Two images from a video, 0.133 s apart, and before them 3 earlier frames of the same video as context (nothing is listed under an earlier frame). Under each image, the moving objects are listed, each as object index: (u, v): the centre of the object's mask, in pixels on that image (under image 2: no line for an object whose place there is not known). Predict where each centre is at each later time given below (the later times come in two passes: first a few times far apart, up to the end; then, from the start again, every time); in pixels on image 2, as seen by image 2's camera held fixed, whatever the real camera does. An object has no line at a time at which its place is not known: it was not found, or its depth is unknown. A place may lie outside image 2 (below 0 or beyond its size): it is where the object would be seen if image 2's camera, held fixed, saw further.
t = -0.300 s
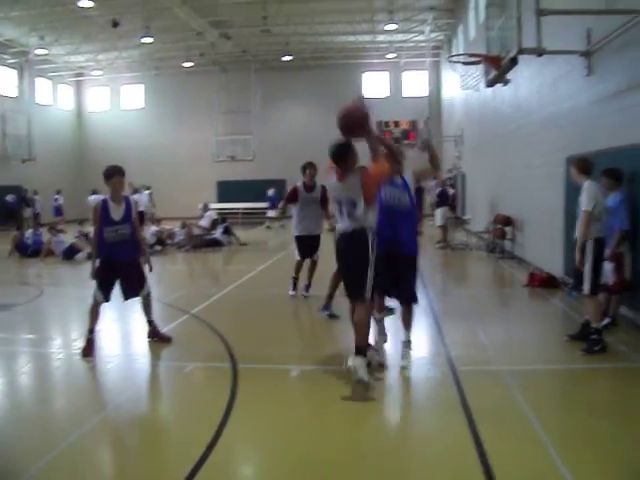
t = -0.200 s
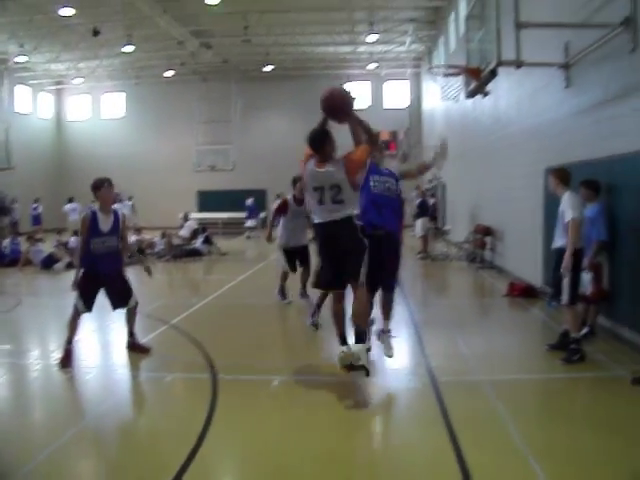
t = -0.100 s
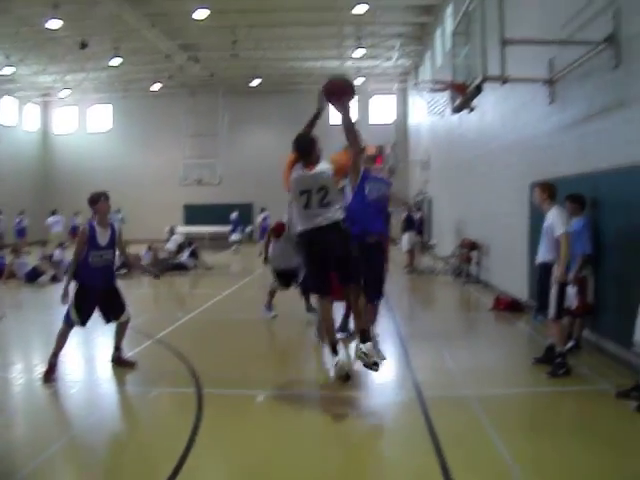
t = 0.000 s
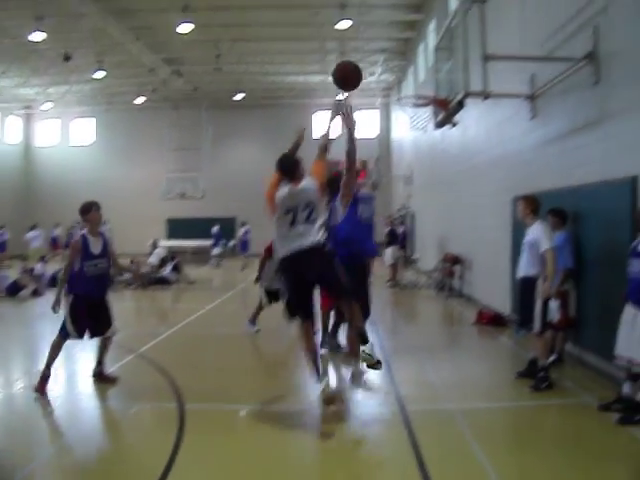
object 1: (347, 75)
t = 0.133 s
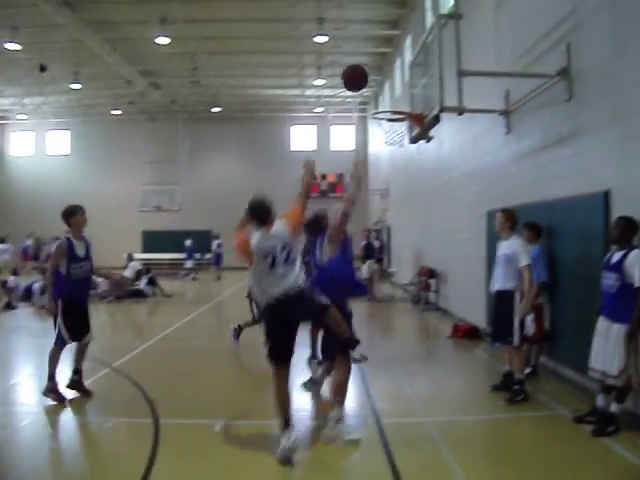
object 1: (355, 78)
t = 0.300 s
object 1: (384, 90)
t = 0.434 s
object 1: (405, 116)
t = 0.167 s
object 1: (361, 78)
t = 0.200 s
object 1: (367, 79)
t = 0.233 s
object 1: (373, 82)
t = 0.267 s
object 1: (379, 86)
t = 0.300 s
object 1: (384, 90)
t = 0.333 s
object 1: (390, 96)
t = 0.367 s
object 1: (395, 102)
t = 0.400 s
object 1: (400, 109)
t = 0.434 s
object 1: (405, 116)
